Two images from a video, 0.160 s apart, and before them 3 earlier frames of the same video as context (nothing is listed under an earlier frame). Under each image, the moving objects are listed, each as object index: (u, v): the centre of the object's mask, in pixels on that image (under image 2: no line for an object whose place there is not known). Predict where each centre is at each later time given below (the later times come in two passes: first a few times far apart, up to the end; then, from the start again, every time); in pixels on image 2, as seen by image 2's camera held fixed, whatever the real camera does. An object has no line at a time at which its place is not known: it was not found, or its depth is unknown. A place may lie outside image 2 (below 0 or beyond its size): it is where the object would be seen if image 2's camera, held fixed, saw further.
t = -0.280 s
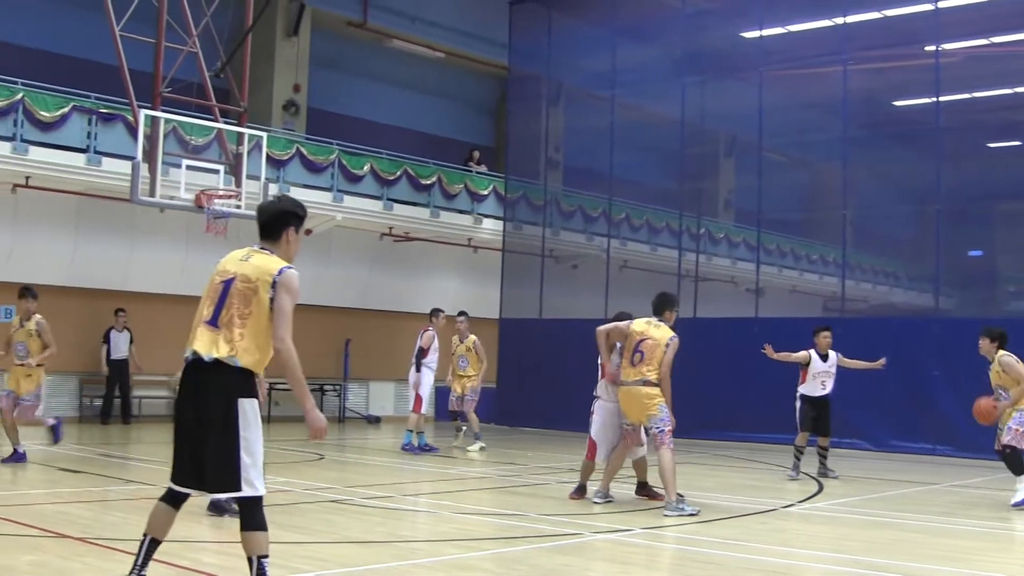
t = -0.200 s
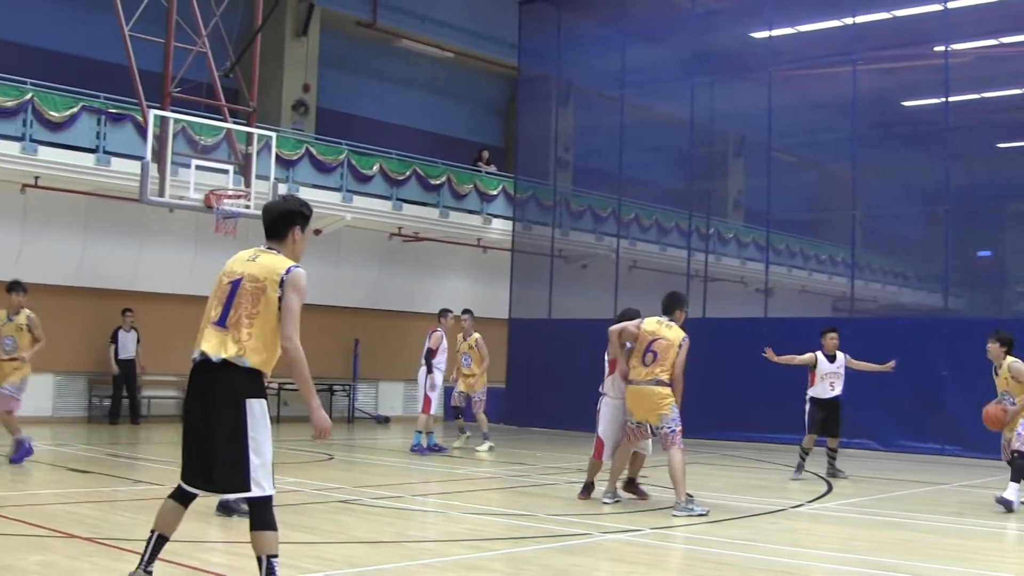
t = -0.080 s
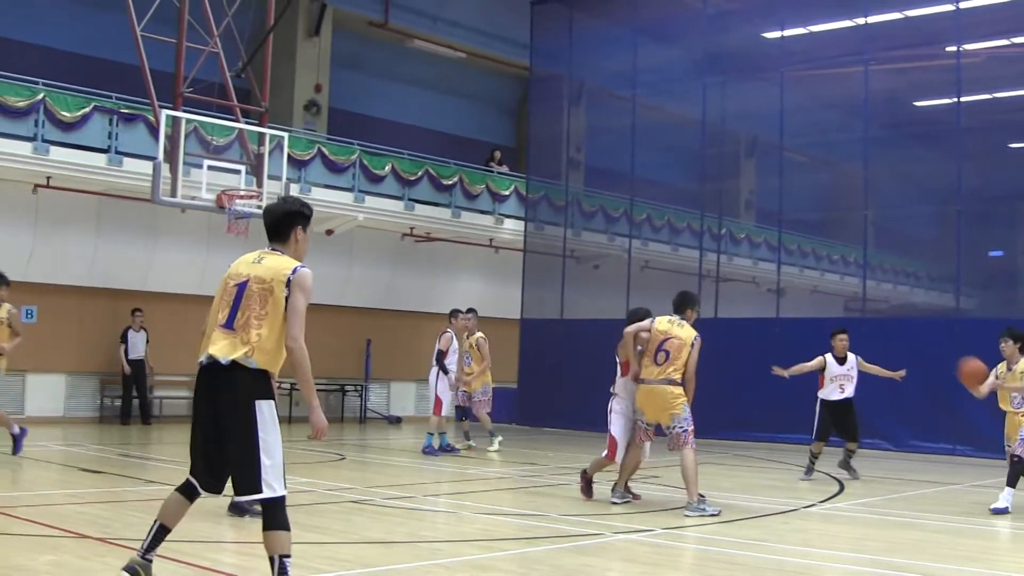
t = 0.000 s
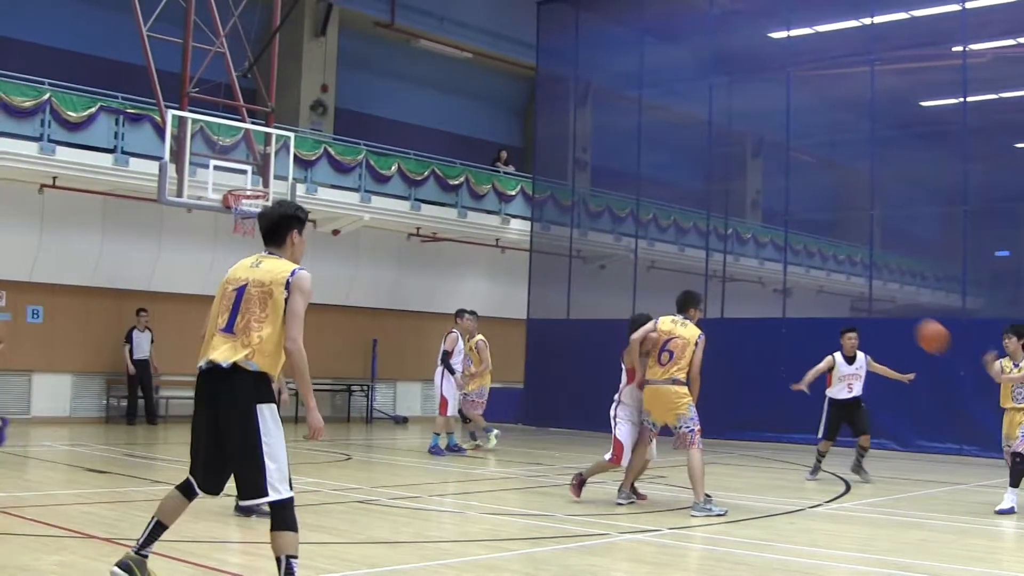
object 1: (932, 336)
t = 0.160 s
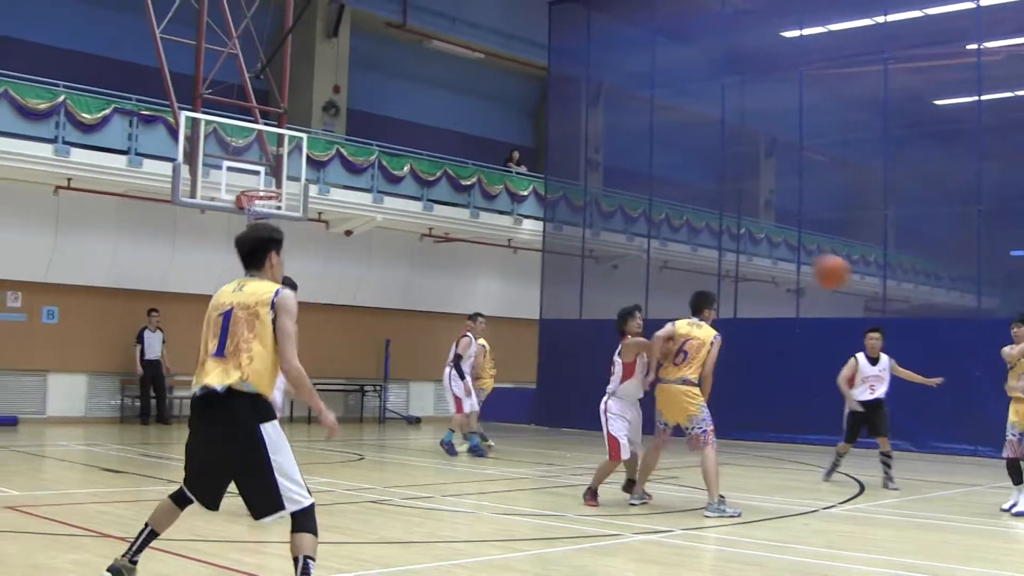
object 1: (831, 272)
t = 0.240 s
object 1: (761, 245)
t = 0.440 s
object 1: (536, 207)
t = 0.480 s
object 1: (477, 206)
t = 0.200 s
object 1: (798, 257)
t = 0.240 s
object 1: (761, 245)
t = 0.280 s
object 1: (723, 234)
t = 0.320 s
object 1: (682, 225)
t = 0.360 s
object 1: (637, 217)
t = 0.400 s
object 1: (587, 211)
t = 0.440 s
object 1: (536, 207)
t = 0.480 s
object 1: (477, 206)
